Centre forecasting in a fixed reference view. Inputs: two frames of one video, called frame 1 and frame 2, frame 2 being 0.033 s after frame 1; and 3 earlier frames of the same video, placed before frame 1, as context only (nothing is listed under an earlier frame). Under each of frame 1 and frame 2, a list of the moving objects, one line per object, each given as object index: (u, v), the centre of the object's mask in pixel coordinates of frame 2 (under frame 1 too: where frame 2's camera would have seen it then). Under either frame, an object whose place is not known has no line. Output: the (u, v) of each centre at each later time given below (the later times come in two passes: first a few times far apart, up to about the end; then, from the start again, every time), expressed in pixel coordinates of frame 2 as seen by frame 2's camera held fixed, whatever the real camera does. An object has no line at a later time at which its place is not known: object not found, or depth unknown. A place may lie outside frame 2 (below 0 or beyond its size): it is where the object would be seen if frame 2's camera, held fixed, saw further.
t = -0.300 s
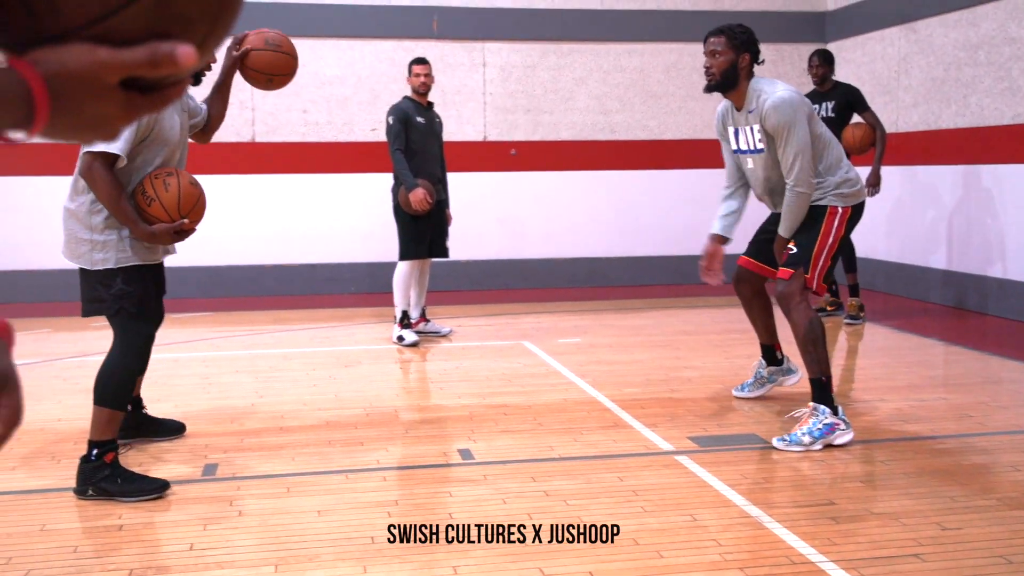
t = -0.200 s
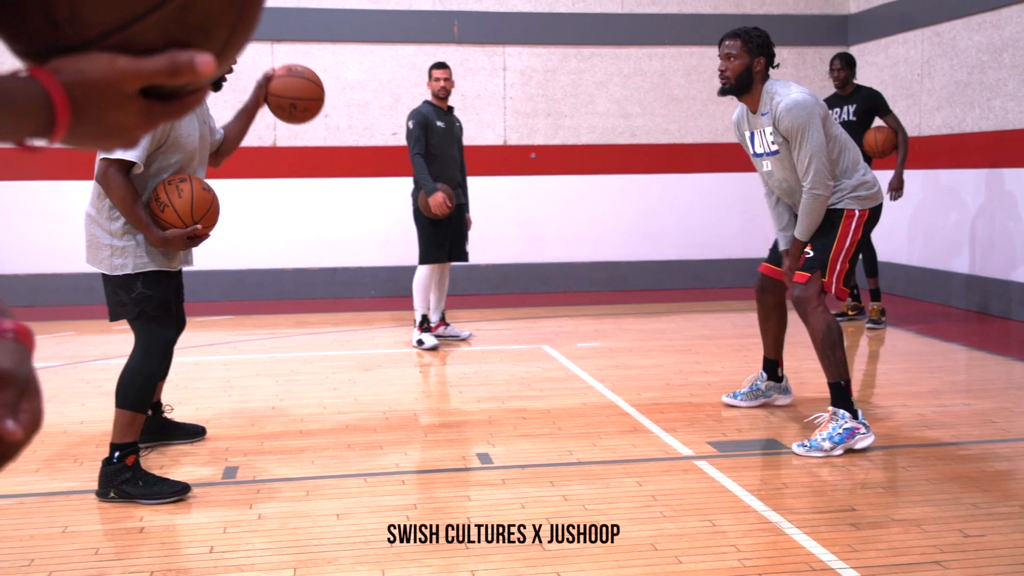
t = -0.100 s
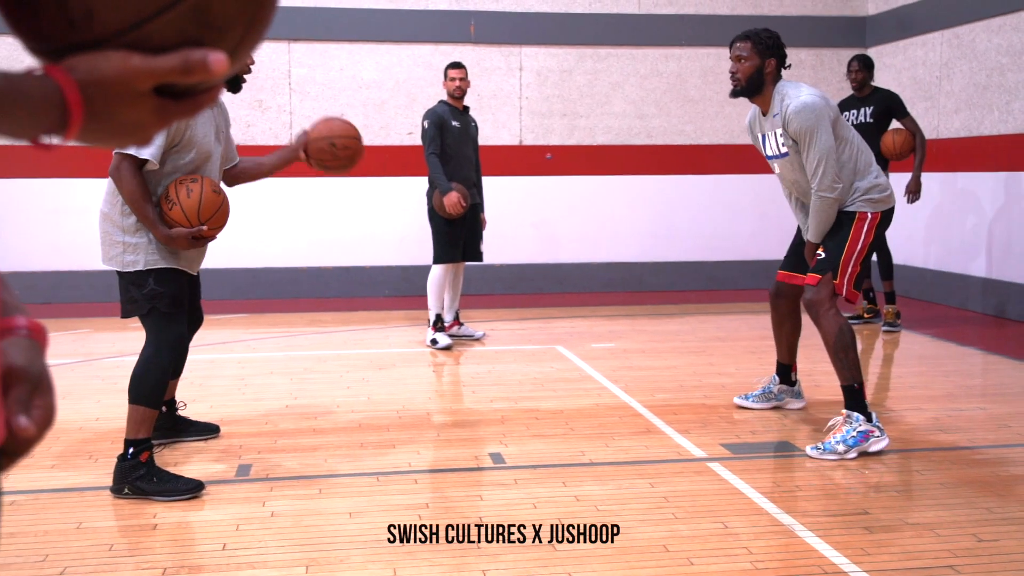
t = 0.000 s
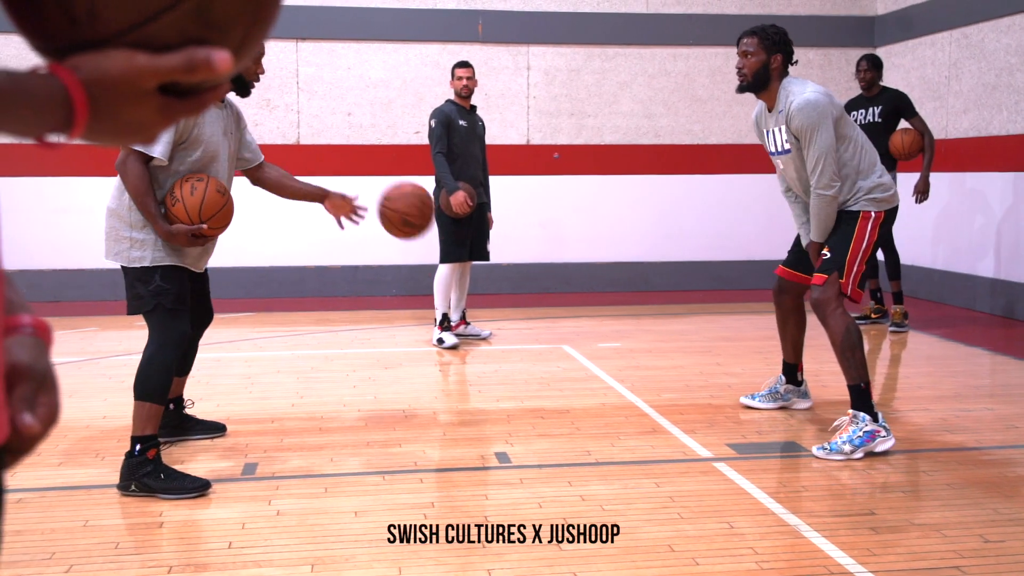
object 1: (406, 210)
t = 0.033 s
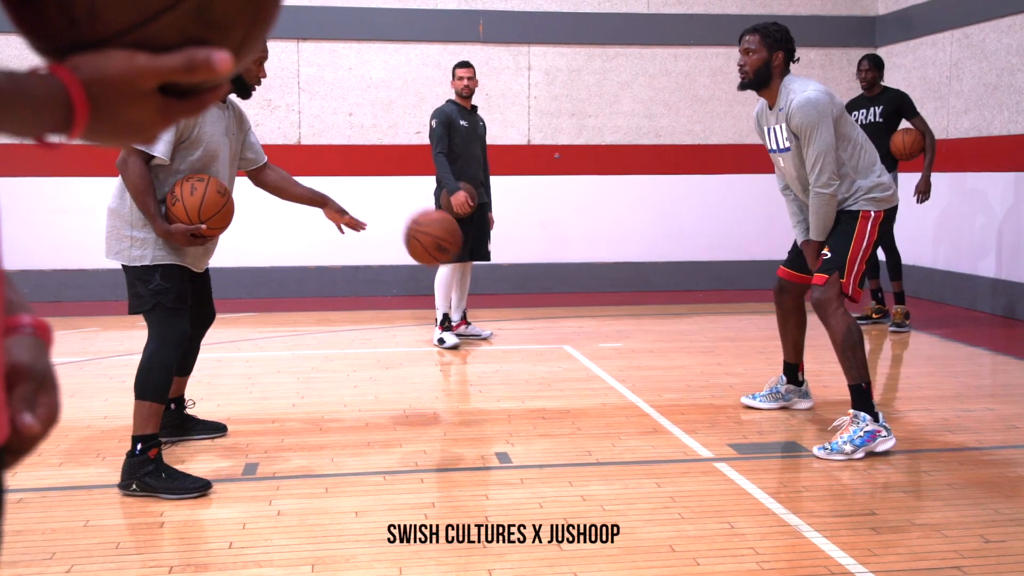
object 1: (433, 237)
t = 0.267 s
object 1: (587, 362)
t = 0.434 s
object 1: (661, 254)
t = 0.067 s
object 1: (457, 266)
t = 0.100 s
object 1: (483, 298)
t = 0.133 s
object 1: (508, 334)
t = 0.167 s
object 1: (532, 371)
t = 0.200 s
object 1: (557, 411)
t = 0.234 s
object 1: (572, 391)
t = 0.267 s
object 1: (587, 362)
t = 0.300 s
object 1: (602, 336)
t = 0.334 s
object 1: (616, 311)
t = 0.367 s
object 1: (631, 290)
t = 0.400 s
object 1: (646, 270)
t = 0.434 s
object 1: (661, 254)
